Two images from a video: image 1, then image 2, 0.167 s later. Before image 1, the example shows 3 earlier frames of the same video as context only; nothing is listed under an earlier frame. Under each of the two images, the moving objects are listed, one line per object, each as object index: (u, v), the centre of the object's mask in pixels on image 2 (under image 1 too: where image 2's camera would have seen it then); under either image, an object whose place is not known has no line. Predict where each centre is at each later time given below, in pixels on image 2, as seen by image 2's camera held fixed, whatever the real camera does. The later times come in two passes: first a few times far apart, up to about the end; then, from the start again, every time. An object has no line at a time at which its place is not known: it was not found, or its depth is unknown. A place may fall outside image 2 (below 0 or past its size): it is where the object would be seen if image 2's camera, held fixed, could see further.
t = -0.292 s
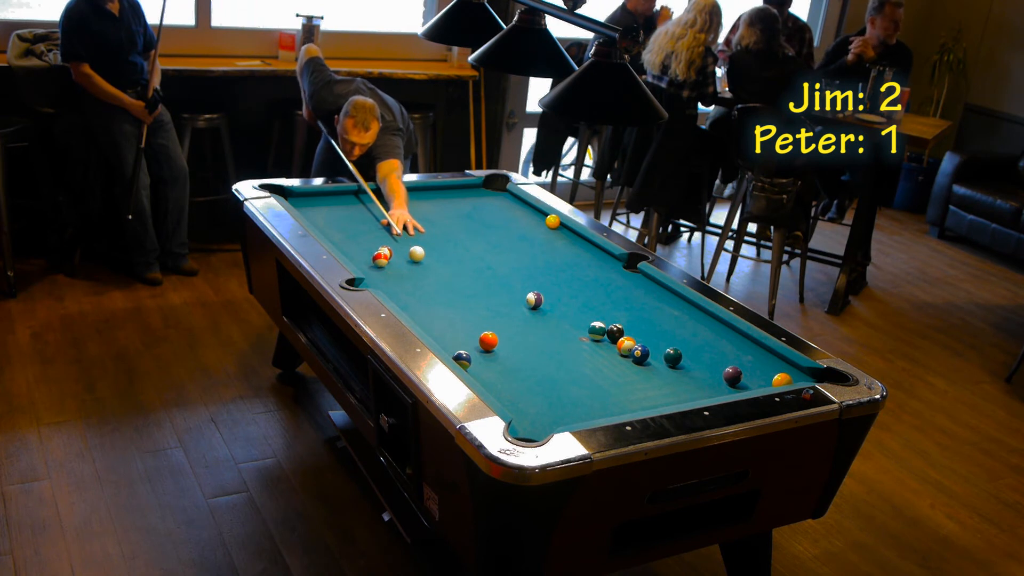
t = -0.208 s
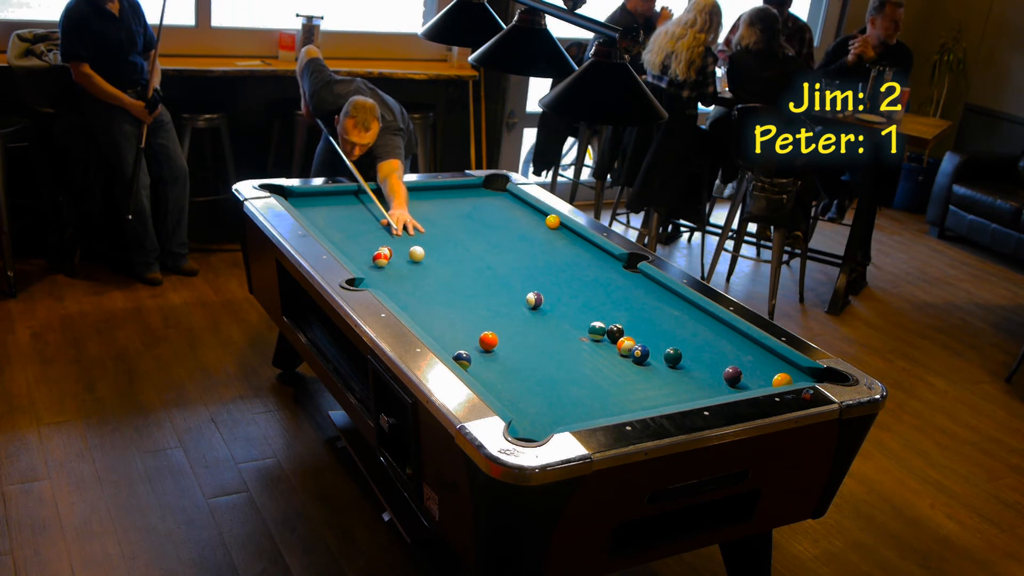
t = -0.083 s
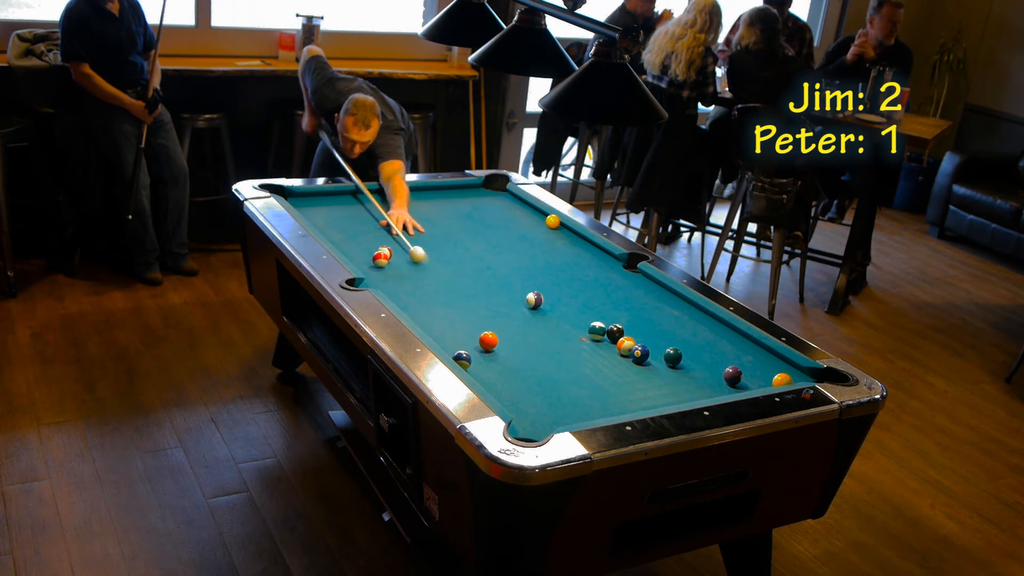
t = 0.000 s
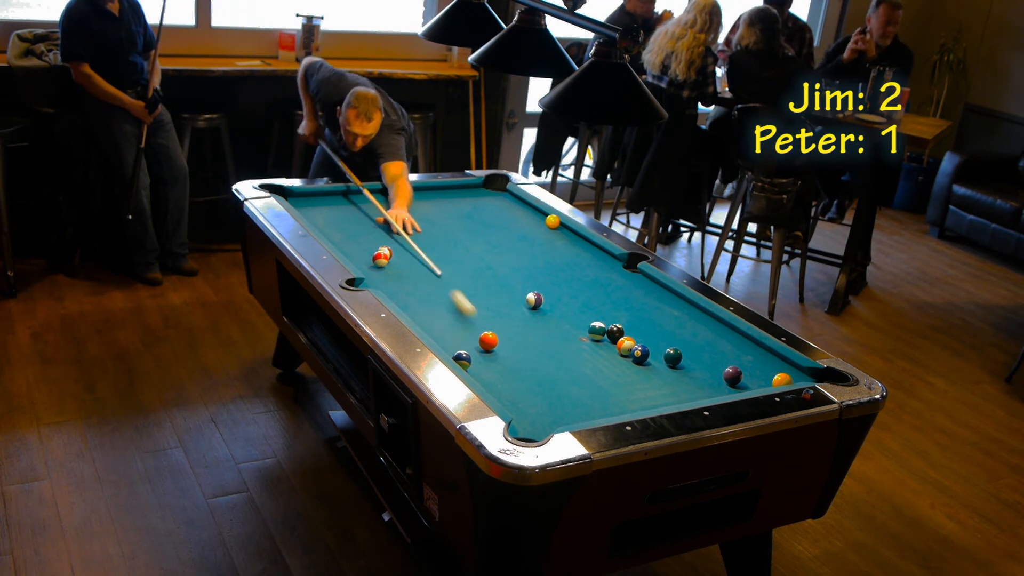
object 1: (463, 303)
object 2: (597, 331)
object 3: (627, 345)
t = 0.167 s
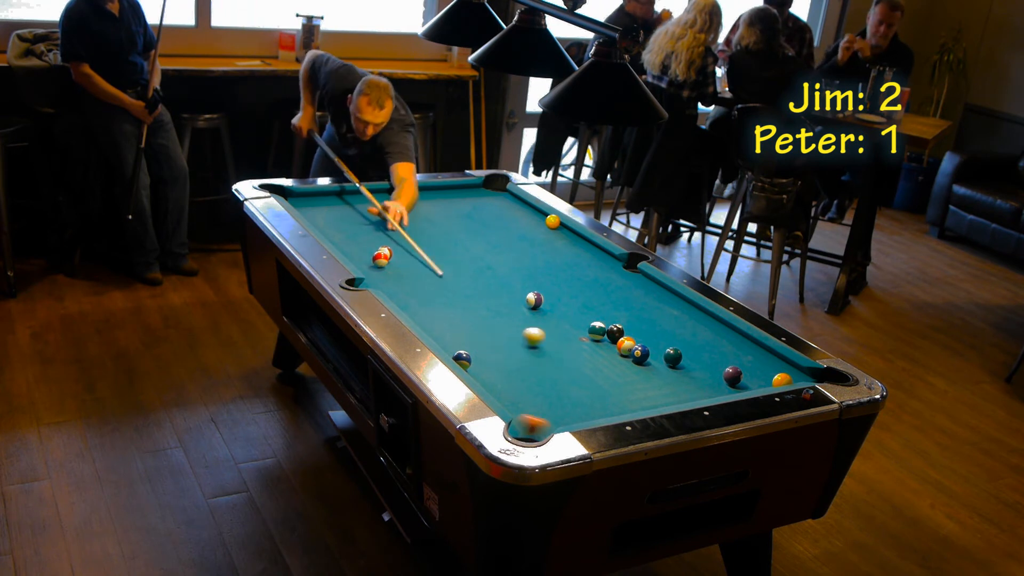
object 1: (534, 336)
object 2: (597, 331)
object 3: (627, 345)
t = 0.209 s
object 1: (546, 337)
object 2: (597, 331)
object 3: (627, 345)
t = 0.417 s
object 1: (596, 338)
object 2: (597, 325)
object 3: (627, 345)
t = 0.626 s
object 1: (615, 338)
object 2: (597, 322)
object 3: (632, 346)
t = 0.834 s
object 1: (622, 337)
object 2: (597, 316)
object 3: (635, 347)
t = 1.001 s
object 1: (627, 336)
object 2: (597, 310)
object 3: (639, 347)
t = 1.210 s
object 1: (631, 336)
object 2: (597, 305)
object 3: (642, 348)
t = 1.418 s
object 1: (635, 335)
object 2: (596, 299)
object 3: (643, 349)
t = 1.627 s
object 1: (637, 334)
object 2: (596, 295)
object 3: (644, 349)
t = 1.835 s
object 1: (639, 334)
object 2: (596, 291)
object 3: (644, 349)
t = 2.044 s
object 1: (640, 333)
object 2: (596, 287)
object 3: (644, 349)
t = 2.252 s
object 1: (640, 333)
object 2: (596, 284)
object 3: (644, 349)
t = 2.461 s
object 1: (639, 333)
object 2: (594, 280)
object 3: (644, 349)
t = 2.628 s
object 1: (639, 334)
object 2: (593, 278)
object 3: (644, 349)
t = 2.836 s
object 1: (639, 333)
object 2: (591, 275)
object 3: (644, 349)
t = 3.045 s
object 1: (639, 334)
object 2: (590, 273)
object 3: (644, 349)
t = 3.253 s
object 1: (639, 334)
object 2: (589, 271)
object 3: (644, 349)
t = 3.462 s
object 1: (639, 334)
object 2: (588, 270)
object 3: (644, 349)
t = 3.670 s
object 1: (639, 334)
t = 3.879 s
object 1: (639, 334)
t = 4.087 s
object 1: (639, 334)
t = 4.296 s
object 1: (639, 334)
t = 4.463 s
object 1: (639, 334)
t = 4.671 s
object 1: (639, 334)
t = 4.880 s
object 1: (639, 334)
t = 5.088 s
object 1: (639, 334)
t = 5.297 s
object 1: (639, 334)
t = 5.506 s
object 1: (639, 334)
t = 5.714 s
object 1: (639, 334)
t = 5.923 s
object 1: (639, 334)
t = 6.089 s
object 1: (639, 334)
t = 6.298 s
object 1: (639, 334)
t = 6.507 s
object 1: (639, 334)
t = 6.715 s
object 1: (639, 333)
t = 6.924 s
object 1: (639, 334)
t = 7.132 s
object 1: (639, 334)
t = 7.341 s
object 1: (639, 334)
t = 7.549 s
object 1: (639, 334)
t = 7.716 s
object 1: (639, 334)
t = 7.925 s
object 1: (639, 334)
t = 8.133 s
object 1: (639, 334)
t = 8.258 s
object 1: (639, 334)
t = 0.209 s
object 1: (546, 337)
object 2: (597, 331)
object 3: (627, 345)
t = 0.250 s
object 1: (557, 337)
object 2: (597, 331)
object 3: (627, 345)
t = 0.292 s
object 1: (568, 337)
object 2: (597, 331)
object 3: (627, 345)
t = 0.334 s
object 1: (578, 336)
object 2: (597, 331)
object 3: (627, 345)
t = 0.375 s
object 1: (588, 336)
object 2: (599, 329)
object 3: (627, 345)
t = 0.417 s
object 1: (596, 338)
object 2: (597, 325)
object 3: (627, 345)
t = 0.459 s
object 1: (604, 339)
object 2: (596, 326)
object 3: (627, 345)
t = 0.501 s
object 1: (610, 340)
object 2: (597, 327)
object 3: (628, 345)
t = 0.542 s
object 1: (612, 339)
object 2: (597, 325)
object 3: (629, 345)
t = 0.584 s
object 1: (614, 339)
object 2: (597, 323)
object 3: (630, 345)
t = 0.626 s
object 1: (615, 338)
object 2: (597, 322)
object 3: (632, 346)
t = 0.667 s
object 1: (617, 338)
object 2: (597, 321)
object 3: (633, 346)
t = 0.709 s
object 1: (618, 338)
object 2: (597, 319)
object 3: (632, 346)
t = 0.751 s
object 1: (619, 338)
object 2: (597, 318)
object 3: (633, 346)
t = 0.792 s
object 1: (621, 337)
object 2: (597, 317)
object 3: (634, 346)
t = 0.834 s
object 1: (622, 337)
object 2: (597, 316)
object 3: (635, 347)
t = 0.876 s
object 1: (623, 337)
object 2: (597, 314)
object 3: (636, 347)
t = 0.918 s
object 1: (624, 337)
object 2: (597, 313)
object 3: (637, 347)
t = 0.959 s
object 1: (625, 337)
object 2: (597, 312)
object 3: (638, 347)
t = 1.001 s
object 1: (627, 336)
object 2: (597, 310)
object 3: (639, 347)
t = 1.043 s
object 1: (628, 336)
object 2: (597, 309)
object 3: (639, 347)
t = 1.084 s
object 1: (629, 336)
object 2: (597, 308)
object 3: (640, 347)
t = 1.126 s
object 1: (629, 336)
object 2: (597, 307)
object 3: (640, 347)
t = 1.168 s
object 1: (631, 336)
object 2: (597, 306)
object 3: (641, 348)
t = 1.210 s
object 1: (631, 336)
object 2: (597, 305)
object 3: (642, 348)
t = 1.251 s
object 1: (632, 335)
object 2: (597, 304)
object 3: (642, 348)
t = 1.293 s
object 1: (633, 335)
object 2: (597, 303)
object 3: (642, 348)
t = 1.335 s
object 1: (634, 335)
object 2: (597, 301)
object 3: (643, 348)
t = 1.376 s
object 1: (634, 335)
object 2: (596, 301)
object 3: (643, 348)
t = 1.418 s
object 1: (635, 335)
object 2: (596, 299)
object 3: (643, 349)
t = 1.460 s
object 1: (635, 335)
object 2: (596, 299)
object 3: (644, 349)
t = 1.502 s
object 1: (636, 335)
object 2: (596, 298)
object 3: (644, 349)
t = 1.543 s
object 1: (637, 335)
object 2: (597, 297)
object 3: (644, 349)
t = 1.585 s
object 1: (637, 334)
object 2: (597, 296)
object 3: (644, 349)
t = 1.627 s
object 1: (637, 334)
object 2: (596, 295)
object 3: (644, 349)
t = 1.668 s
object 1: (638, 334)
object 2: (596, 294)
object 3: (644, 349)
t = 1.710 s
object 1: (638, 334)
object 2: (596, 293)
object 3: (645, 349)
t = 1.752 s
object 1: (638, 334)
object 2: (596, 293)
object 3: (645, 349)
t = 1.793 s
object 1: (639, 334)
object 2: (596, 291)
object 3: (644, 349)
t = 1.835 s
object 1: (639, 334)
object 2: (596, 291)
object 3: (644, 349)
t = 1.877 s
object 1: (639, 334)
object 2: (596, 290)
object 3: (644, 349)
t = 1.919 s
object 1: (640, 333)
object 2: (596, 289)
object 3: (644, 349)
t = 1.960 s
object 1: (640, 333)
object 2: (596, 289)
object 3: (644, 349)
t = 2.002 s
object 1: (640, 333)
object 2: (596, 288)
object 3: (644, 349)
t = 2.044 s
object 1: (640, 333)
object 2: (596, 287)
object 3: (644, 349)
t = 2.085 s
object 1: (640, 333)
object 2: (596, 287)
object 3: (644, 349)
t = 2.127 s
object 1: (640, 333)
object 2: (596, 286)
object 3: (644, 349)
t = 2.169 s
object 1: (640, 333)
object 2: (596, 285)
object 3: (644, 349)
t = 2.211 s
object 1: (640, 333)
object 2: (596, 285)
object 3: (644, 349)
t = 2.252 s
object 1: (640, 333)
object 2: (596, 284)
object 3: (644, 349)
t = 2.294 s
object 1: (640, 333)
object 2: (596, 283)
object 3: (644, 349)
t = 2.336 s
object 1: (639, 333)
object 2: (595, 282)
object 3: (644, 349)
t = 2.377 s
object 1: (639, 333)
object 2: (595, 282)
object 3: (644, 349)
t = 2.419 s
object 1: (639, 333)
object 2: (594, 281)
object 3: (644, 349)
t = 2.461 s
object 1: (639, 333)
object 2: (594, 280)
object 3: (644, 349)
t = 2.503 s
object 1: (639, 334)
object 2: (594, 280)
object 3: (644, 349)
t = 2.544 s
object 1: (639, 334)
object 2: (593, 279)
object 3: (644, 349)
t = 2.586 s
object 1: (639, 334)
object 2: (593, 279)
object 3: (644, 349)
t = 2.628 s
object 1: (639, 334)
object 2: (593, 278)
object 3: (644, 349)
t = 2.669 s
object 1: (639, 334)
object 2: (592, 277)
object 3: (644, 349)
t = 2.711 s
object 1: (639, 334)
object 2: (592, 277)
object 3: (644, 349)
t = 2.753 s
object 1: (639, 334)
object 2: (592, 276)
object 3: (644, 349)
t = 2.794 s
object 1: (639, 333)
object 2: (592, 276)
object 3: (644, 349)
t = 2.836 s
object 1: (639, 333)
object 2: (591, 275)
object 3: (644, 349)
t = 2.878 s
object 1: (639, 334)
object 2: (591, 275)
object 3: (644, 349)
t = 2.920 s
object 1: (639, 333)
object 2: (591, 275)
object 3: (644, 349)
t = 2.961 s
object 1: (639, 334)
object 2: (591, 274)
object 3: (644, 349)
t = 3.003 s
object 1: (639, 334)
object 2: (591, 273)
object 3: (644, 349)
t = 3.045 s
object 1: (639, 334)
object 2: (590, 273)
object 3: (644, 349)
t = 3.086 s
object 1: (639, 334)
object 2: (590, 273)
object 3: (644, 349)
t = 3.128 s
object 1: (639, 334)
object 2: (590, 272)
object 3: (644, 349)
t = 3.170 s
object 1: (639, 334)
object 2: (590, 272)
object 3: (644, 349)
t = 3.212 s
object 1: (639, 334)
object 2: (590, 271)
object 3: (644, 349)
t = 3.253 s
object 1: (639, 334)
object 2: (589, 271)
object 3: (644, 349)
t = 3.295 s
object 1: (639, 334)
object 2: (589, 271)
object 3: (644, 349)
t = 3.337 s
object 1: (639, 334)
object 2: (589, 270)
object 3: (644, 349)
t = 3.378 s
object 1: (639, 334)
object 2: (589, 270)
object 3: (644, 349)
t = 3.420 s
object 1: (639, 334)
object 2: (589, 270)
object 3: (644, 349)
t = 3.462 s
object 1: (639, 334)
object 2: (588, 270)
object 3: (644, 349)
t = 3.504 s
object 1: (639, 334)
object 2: (588, 269)
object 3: (644, 349)
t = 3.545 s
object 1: (639, 334)
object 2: (588, 269)
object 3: (644, 349)
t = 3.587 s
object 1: (639, 334)
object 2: (588, 269)
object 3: (644, 349)
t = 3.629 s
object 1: (639, 334)
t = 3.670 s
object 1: (639, 334)
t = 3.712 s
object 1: (639, 334)
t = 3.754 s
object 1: (639, 334)
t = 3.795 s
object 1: (639, 334)
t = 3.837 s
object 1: (639, 334)
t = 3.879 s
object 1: (639, 334)
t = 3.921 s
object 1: (639, 334)
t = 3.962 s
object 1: (639, 334)
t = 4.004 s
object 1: (639, 334)
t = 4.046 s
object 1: (639, 334)
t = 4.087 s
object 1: (639, 334)
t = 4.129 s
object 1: (639, 334)
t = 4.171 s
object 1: (639, 334)
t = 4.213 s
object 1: (639, 334)
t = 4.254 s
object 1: (639, 334)
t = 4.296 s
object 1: (639, 334)
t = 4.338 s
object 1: (639, 334)
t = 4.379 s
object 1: (639, 334)
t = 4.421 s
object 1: (639, 334)
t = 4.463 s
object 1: (639, 334)
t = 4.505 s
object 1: (639, 334)
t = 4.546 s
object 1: (639, 334)
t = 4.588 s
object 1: (639, 334)
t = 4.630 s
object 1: (639, 334)
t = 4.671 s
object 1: (639, 334)
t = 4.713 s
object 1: (639, 334)
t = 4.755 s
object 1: (639, 334)
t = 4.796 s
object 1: (639, 334)
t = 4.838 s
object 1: (639, 334)
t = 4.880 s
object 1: (639, 334)
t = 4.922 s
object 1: (639, 334)
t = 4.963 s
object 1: (639, 334)
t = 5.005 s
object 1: (639, 334)
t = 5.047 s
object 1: (639, 334)
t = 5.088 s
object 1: (639, 334)
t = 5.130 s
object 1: (639, 334)
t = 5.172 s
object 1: (639, 334)
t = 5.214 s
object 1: (639, 334)
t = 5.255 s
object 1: (639, 334)
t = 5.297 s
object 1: (639, 334)
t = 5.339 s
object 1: (639, 334)
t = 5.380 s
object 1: (639, 334)
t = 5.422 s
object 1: (639, 334)
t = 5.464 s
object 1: (639, 334)
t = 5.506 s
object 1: (639, 334)
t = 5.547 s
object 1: (639, 334)
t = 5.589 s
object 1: (639, 334)
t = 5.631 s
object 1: (639, 334)
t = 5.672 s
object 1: (639, 334)
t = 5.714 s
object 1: (639, 334)
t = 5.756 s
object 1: (639, 334)
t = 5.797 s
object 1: (639, 334)
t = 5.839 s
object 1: (639, 334)
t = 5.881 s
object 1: (639, 333)
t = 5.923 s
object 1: (639, 334)
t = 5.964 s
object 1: (639, 334)
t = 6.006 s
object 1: (639, 334)
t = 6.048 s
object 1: (639, 334)
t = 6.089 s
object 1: (639, 334)
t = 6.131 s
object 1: (639, 334)
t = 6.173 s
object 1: (639, 334)
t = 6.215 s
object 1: (639, 334)
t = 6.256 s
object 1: (639, 334)
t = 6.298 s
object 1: (639, 334)
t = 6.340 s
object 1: (639, 334)
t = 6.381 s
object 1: (639, 334)
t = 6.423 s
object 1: (639, 334)
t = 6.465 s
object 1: (639, 334)
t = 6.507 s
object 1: (639, 334)
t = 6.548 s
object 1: (639, 334)
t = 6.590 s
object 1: (639, 334)
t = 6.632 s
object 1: (639, 334)
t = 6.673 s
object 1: (639, 333)
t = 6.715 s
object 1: (639, 333)
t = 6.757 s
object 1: (639, 333)
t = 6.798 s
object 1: (639, 333)
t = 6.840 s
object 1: (639, 334)
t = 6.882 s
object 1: (639, 334)
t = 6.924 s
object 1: (639, 334)
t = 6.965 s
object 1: (639, 334)
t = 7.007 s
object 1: (639, 334)
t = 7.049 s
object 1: (639, 334)
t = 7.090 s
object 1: (639, 334)
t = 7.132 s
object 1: (639, 334)
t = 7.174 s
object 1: (639, 334)
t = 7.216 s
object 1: (639, 334)
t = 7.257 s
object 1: (639, 334)
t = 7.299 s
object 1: (639, 334)
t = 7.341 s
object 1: (639, 334)
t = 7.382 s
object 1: (639, 334)
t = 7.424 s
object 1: (639, 334)
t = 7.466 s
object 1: (639, 334)
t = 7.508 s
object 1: (639, 334)
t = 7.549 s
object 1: (639, 334)
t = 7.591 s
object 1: (639, 334)
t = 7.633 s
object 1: (639, 334)
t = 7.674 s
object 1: (639, 334)
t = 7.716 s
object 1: (639, 334)
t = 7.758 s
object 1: (639, 334)
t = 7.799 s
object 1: (639, 334)
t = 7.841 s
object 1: (639, 334)
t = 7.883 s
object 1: (639, 334)
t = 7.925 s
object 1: (639, 334)
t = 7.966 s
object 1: (639, 334)
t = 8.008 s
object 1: (639, 334)
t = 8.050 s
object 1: (639, 334)
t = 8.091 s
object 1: (639, 334)
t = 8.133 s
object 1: (639, 334)
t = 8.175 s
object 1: (639, 334)
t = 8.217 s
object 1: (639, 334)
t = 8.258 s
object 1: (639, 334)
